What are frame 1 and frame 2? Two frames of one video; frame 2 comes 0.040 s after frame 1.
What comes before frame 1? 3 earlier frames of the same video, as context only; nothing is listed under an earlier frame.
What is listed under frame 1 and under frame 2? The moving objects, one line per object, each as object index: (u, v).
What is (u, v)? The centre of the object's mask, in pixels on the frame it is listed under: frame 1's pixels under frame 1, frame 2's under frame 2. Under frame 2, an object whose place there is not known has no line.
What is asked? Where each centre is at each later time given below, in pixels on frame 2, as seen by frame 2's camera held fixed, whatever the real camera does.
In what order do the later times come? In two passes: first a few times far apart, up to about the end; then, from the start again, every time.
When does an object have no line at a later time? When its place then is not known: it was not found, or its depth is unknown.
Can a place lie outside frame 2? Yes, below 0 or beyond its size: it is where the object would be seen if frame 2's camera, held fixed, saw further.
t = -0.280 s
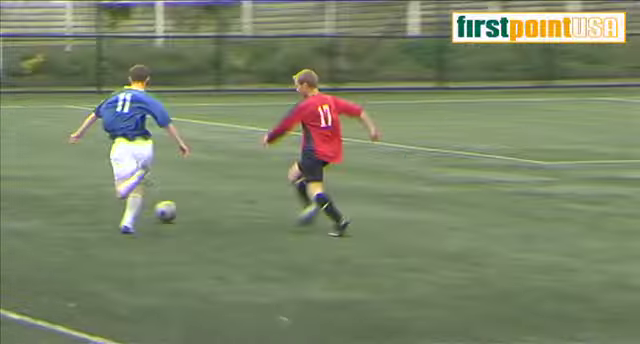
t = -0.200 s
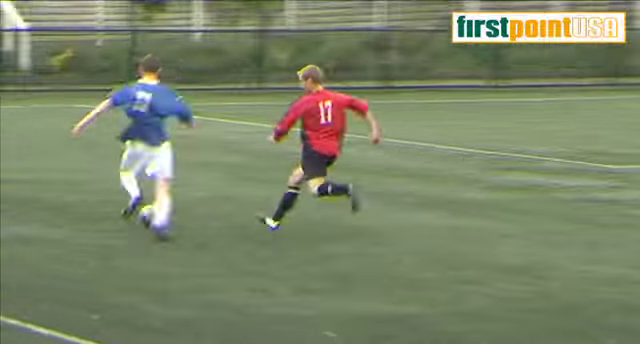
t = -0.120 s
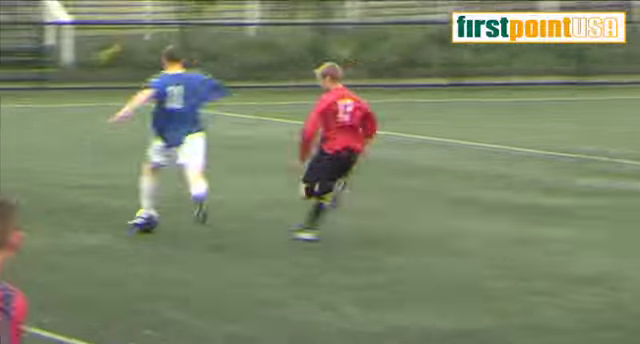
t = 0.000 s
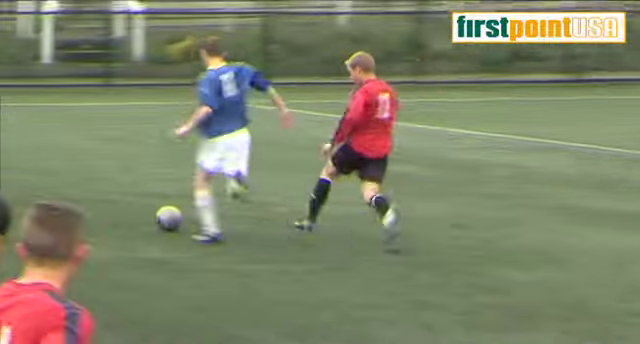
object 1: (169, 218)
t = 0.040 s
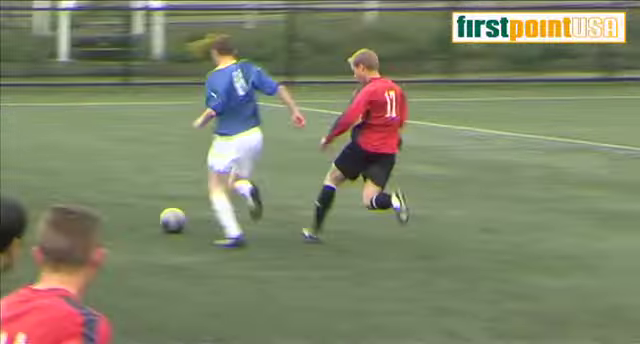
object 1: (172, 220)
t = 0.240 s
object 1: (92, 195)
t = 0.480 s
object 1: (-5, 182)
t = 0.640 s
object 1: (-68, 183)
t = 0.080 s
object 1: (156, 213)
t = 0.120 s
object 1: (140, 205)
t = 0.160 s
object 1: (124, 201)
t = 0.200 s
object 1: (107, 196)
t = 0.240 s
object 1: (92, 195)
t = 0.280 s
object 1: (76, 195)
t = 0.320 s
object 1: (61, 196)
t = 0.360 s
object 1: (45, 196)
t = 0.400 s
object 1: (29, 190)
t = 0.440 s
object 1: (12, 186)
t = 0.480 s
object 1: (-5, 182)
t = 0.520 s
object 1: (-20, 181)
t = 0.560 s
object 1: (-36, 183)
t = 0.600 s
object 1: (-52, 186)
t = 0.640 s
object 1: (-68, 183)
